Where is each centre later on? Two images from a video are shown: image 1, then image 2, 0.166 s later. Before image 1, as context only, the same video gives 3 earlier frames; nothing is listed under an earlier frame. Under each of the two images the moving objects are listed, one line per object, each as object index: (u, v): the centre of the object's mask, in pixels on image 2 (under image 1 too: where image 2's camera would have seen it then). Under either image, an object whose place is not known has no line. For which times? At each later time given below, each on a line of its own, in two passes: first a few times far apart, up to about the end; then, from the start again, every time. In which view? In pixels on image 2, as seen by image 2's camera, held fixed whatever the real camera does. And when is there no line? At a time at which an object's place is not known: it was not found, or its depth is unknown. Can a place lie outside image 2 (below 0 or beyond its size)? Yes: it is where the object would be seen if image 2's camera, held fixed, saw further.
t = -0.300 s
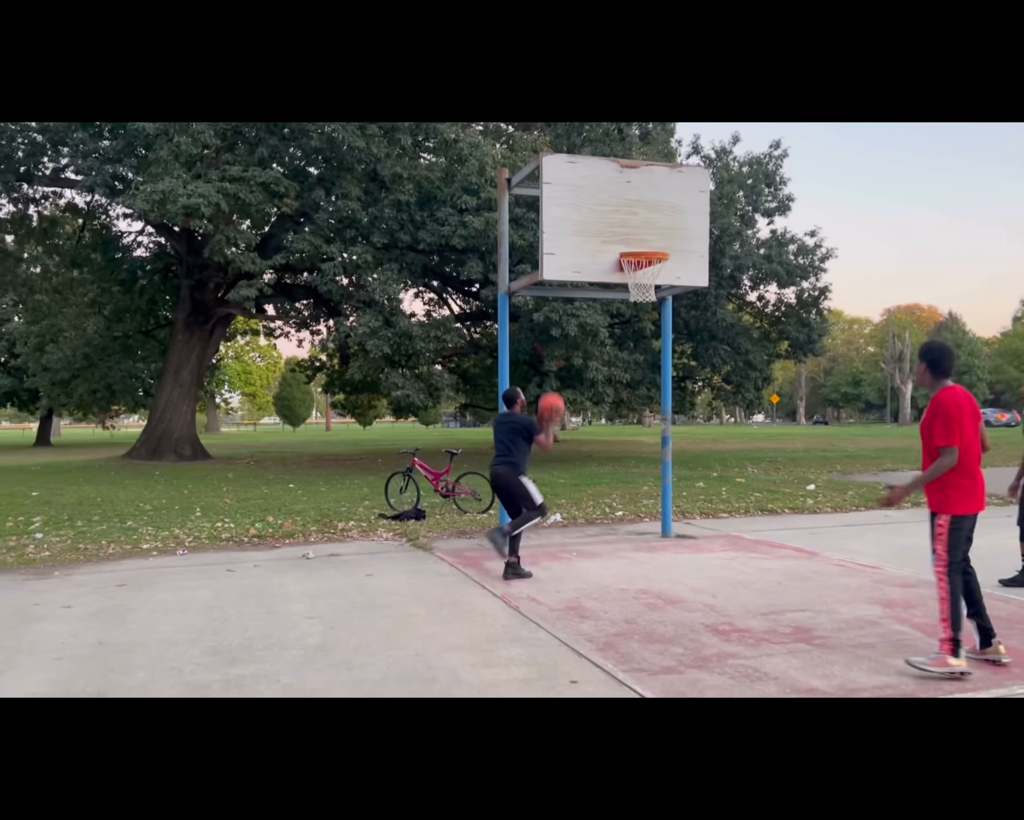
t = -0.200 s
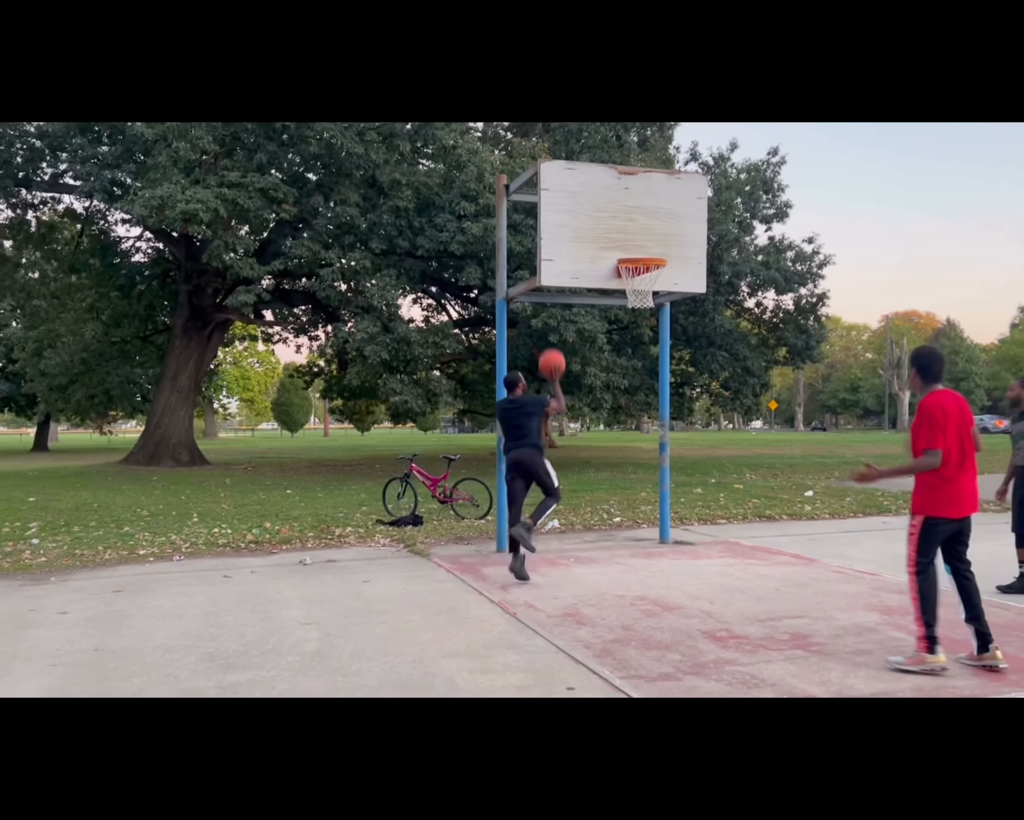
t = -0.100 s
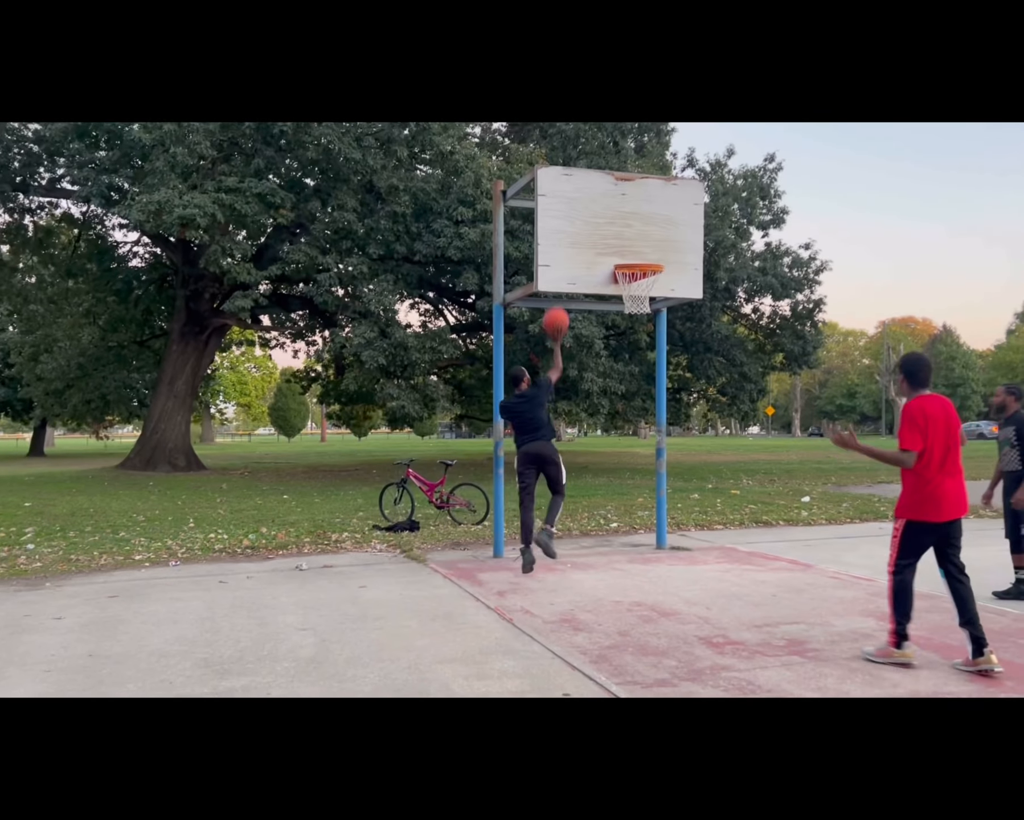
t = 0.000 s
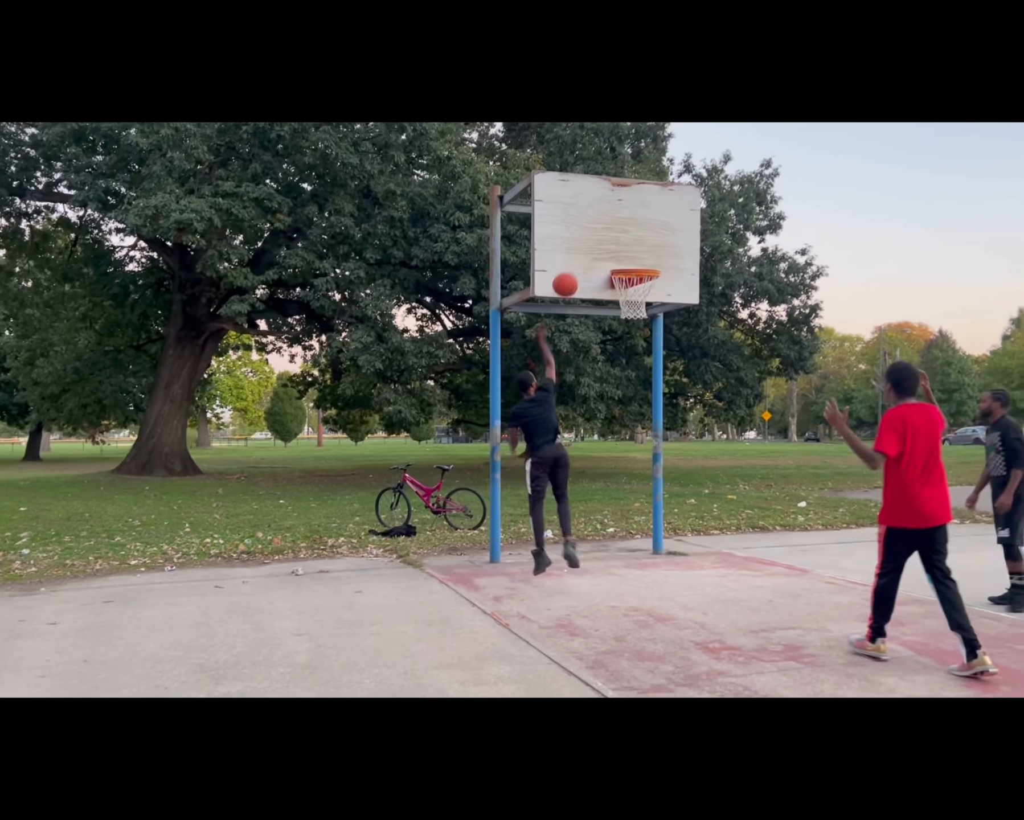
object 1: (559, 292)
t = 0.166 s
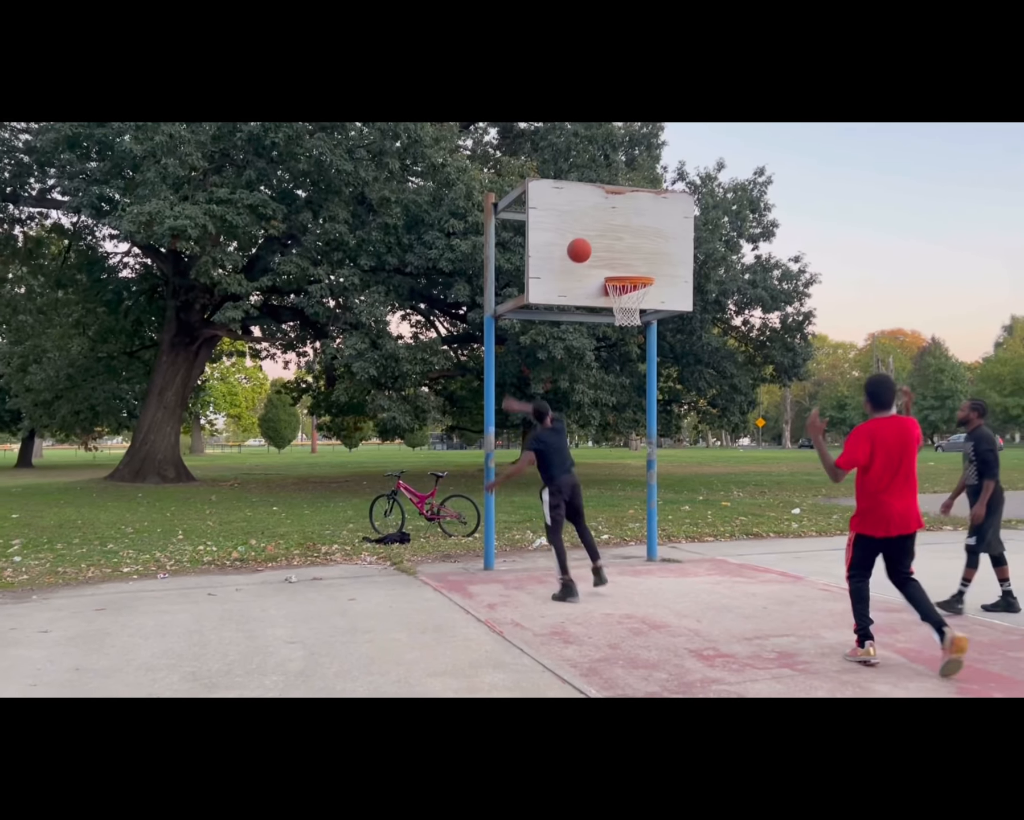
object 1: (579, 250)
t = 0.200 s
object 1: (583, 246)
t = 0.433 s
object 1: (612, 243)
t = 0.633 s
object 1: (641, 275)
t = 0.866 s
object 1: (619, 344)
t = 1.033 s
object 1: (605, 413)
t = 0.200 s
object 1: (583, 246)
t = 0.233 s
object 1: (587, 242)
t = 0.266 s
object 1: (590, 240)
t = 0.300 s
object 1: (594, 239)
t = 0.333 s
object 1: (599, 238)
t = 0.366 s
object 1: (603, 239)
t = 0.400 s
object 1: (608, 240)
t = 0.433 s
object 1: (612, 243)
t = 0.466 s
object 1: (617, 247)
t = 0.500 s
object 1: (621, 252)
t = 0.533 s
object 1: (626, 258)
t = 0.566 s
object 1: (631, 265)
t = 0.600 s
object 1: (636, 270)
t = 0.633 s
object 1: (641, 275)
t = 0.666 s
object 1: (639, 292)
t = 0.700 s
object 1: (635, 298)
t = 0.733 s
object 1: (632, 304)
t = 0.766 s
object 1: (630, 316)
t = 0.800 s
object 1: (625, 327)
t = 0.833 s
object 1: (622, 334)
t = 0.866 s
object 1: (619, 344)
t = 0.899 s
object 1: (615, 356)
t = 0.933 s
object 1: (613, 369)
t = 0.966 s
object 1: (610, 381)
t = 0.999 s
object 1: (607, 397)
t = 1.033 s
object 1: (605, 413)
